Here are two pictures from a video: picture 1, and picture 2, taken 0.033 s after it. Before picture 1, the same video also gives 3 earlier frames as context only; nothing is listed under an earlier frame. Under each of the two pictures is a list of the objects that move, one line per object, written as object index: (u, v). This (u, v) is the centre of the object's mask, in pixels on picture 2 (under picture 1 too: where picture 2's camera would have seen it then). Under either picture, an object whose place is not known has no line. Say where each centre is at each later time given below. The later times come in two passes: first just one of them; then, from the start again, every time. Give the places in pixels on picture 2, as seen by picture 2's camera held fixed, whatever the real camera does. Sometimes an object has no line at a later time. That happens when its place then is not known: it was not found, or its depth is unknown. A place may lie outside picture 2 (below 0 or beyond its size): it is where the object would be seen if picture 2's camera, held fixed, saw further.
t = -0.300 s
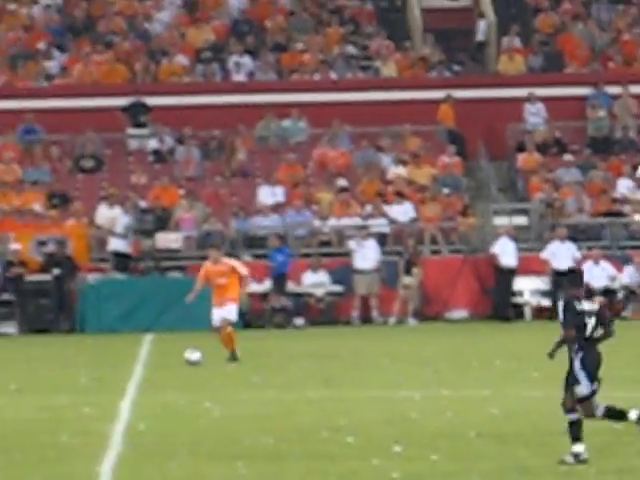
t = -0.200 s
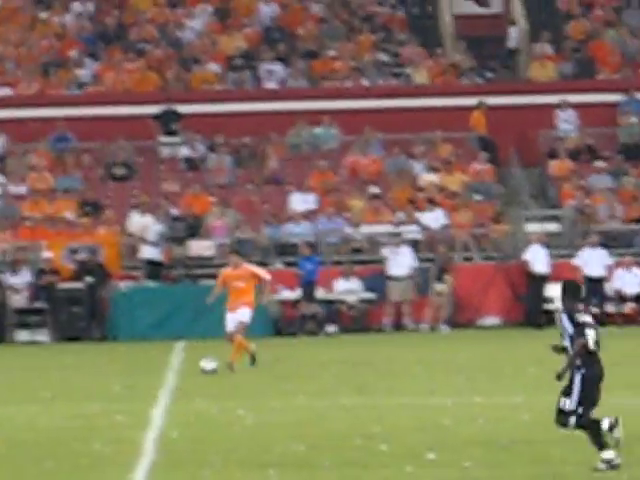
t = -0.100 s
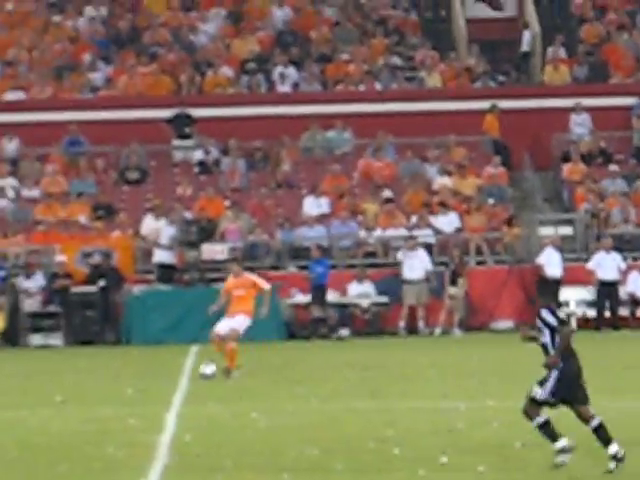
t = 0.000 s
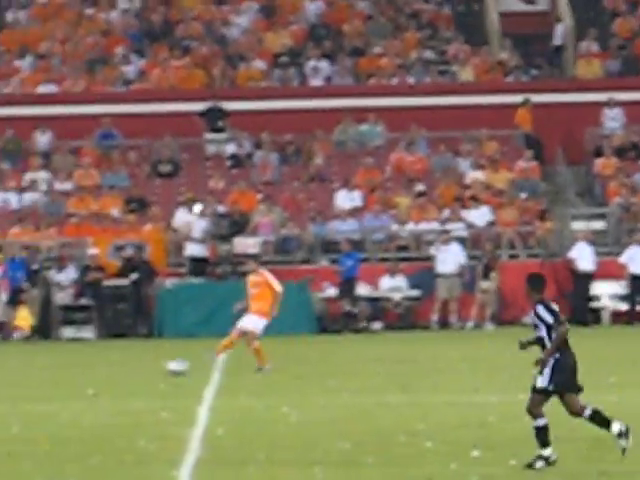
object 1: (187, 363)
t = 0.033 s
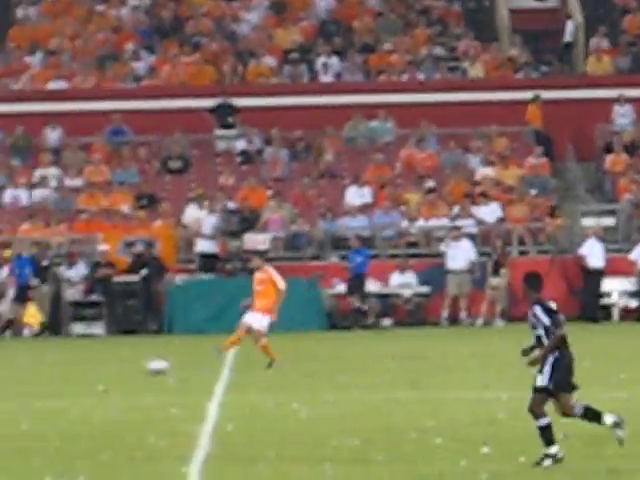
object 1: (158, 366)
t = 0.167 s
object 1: (35, 373)
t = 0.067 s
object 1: (126, 368)
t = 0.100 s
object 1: (95, 370)
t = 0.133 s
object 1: (65, 371)
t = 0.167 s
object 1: (35, 373)
